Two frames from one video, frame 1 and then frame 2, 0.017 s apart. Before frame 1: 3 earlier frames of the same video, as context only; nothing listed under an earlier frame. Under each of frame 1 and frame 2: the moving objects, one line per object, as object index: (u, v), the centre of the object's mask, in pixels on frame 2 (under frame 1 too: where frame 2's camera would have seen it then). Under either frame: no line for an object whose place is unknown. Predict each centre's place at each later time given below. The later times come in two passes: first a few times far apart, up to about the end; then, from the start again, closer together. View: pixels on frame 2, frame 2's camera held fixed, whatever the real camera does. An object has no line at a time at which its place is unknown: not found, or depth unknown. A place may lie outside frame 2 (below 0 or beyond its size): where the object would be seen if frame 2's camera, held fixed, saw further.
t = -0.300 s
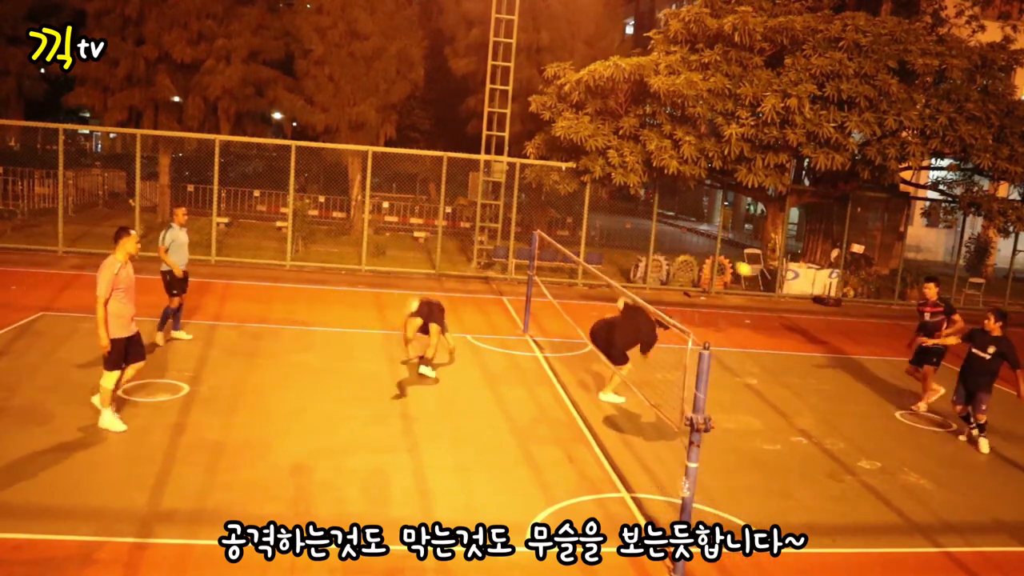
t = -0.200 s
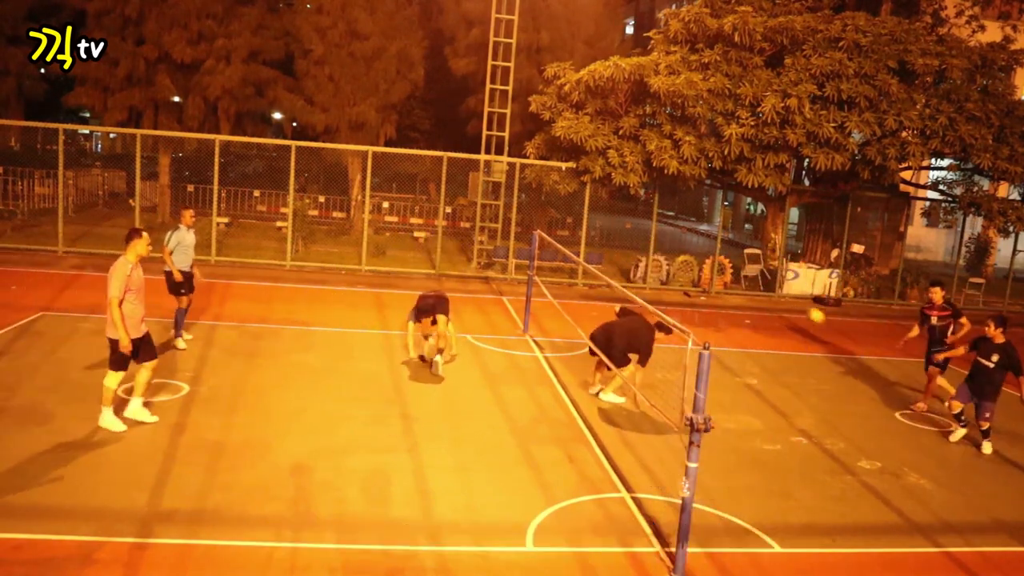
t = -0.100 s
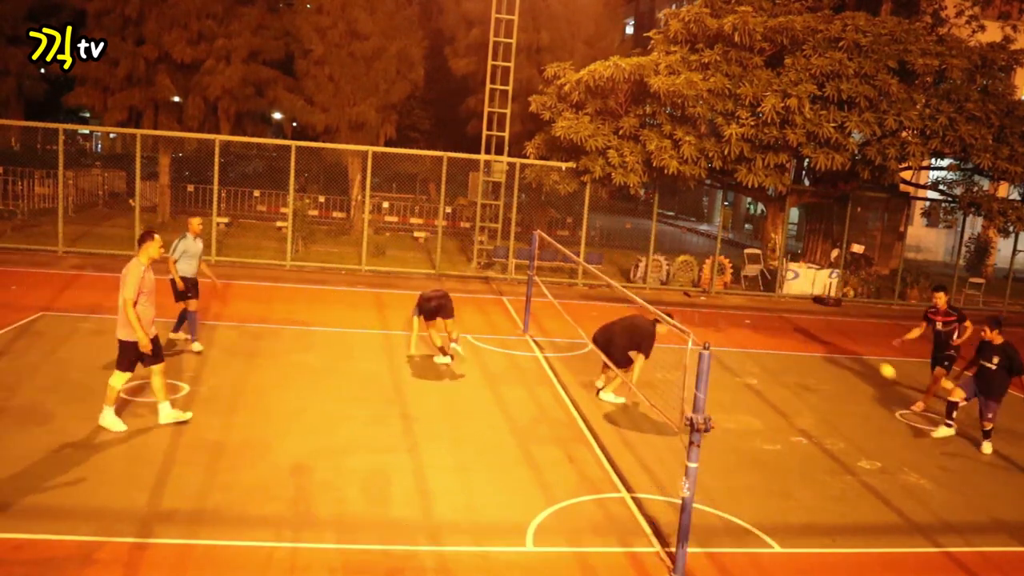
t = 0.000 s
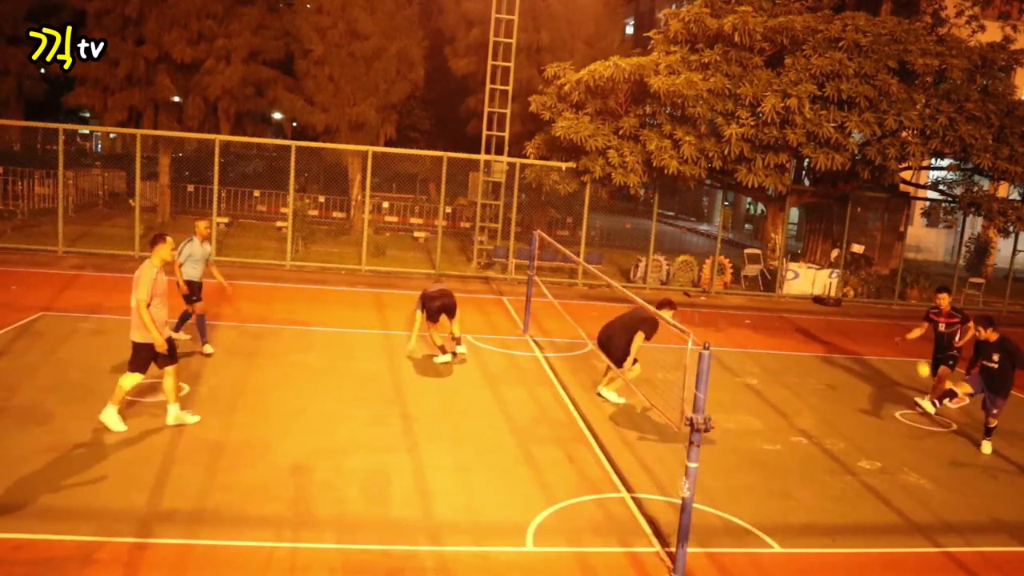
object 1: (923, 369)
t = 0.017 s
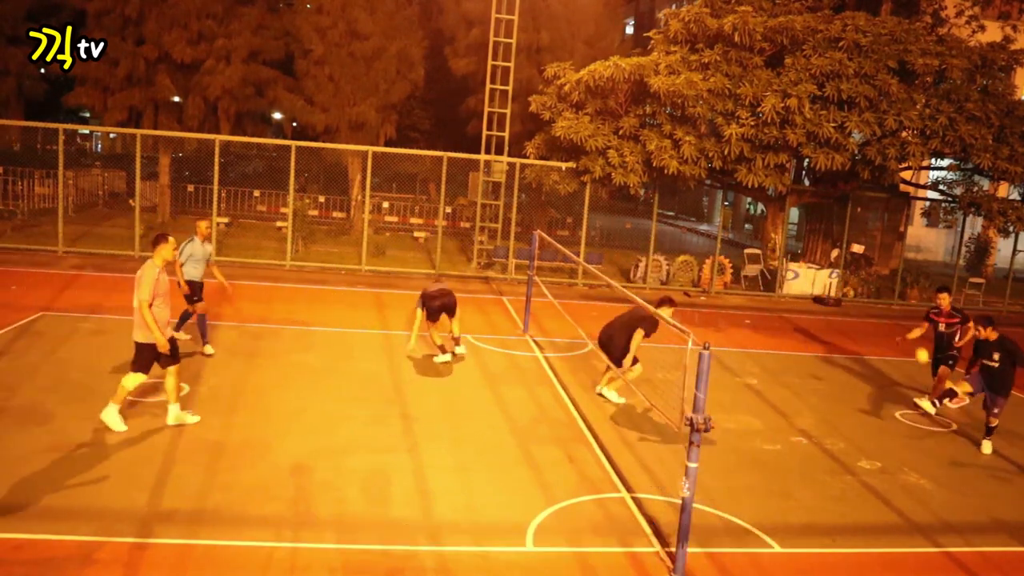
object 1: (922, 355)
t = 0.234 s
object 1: (903, 215)
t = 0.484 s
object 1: (878, 121)
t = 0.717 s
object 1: (852, 90)
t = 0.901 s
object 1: (831, 97)
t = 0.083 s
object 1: (916, 307)
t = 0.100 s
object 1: (915, 294)
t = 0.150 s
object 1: (911, 263)
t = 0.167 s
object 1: (909, 252)
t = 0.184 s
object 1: (908, 243)
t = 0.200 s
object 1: (906, 233)
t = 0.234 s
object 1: (903, 215)
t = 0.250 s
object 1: (901, 207)
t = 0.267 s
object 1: (900, 199)
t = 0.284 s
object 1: (898, 191)
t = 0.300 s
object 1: (897, 184)
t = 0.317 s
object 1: (895, 177)
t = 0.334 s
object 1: (893, 169)
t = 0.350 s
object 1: (892, 163)
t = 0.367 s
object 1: (890, 157)
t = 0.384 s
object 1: (888, 151)
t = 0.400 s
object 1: (887, 145)
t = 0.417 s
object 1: (885, 140)
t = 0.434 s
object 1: (883, 134)
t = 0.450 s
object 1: (882, 130)
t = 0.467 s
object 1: (880, 125)
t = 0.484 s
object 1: (878, 121)
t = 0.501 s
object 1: (876, 117)
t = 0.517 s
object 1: (874, 114)
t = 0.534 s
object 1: (873, 110)
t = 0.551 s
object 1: (871, 107)
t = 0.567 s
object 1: (869, 104)
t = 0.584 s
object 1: (867, 101)
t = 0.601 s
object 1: (865, 99)
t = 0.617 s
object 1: (863, 97)
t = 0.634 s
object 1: (862, 95)
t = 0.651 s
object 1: (860, 94)
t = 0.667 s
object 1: (858, 92)
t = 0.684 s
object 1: (856, 91)
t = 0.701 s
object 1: (854, 90)
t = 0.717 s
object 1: (852, 90)
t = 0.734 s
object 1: (850, 89)
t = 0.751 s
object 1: (848, 89)
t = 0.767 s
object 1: (846, 89)
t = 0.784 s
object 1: (844, 90)
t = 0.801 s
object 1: (843, 90)
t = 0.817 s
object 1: (841, 91)
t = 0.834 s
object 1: (839, 92)
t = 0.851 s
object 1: (837, 93)
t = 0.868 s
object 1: (835, 94)
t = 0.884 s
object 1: (832, 96)
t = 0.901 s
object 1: (831, 97)
